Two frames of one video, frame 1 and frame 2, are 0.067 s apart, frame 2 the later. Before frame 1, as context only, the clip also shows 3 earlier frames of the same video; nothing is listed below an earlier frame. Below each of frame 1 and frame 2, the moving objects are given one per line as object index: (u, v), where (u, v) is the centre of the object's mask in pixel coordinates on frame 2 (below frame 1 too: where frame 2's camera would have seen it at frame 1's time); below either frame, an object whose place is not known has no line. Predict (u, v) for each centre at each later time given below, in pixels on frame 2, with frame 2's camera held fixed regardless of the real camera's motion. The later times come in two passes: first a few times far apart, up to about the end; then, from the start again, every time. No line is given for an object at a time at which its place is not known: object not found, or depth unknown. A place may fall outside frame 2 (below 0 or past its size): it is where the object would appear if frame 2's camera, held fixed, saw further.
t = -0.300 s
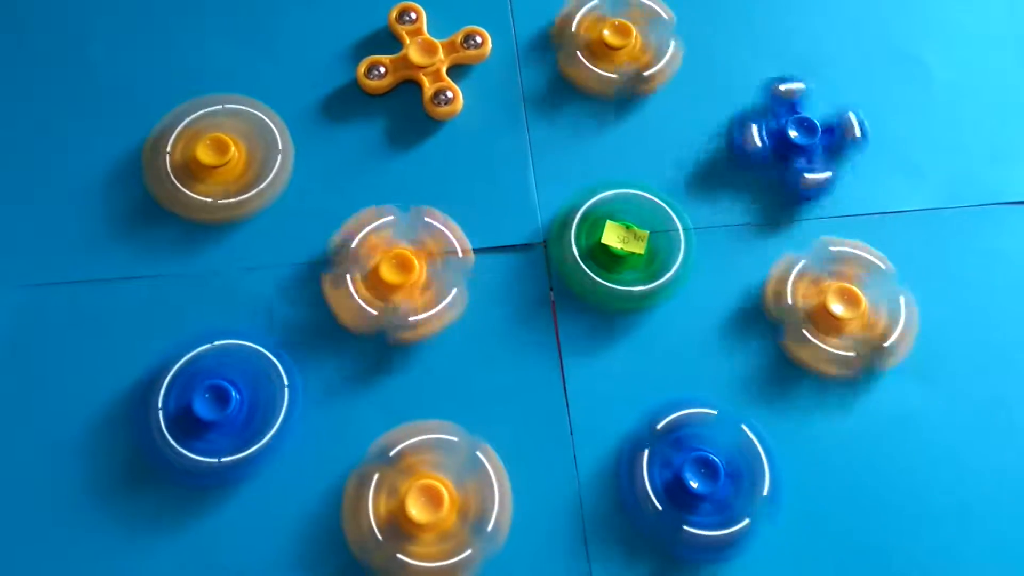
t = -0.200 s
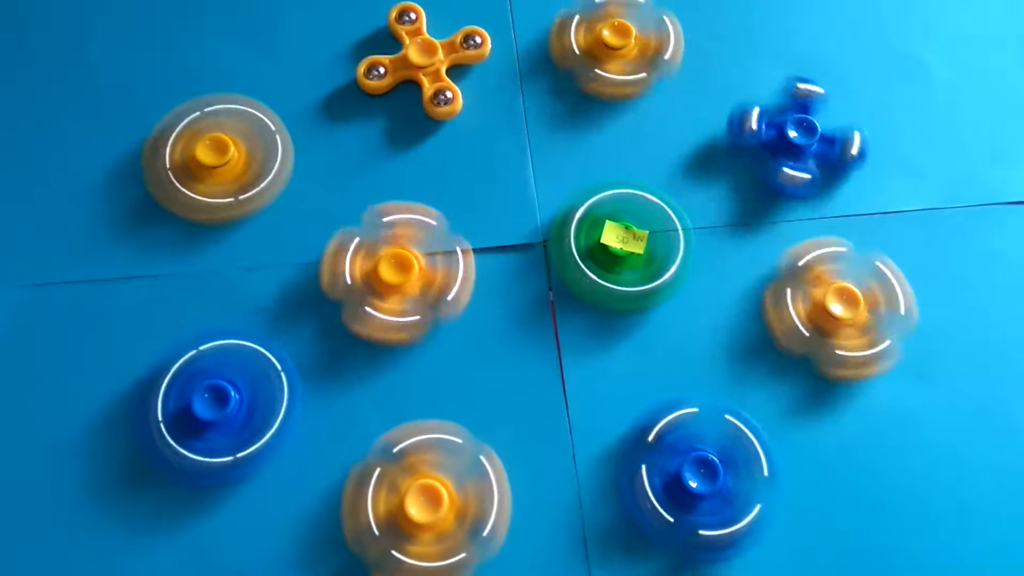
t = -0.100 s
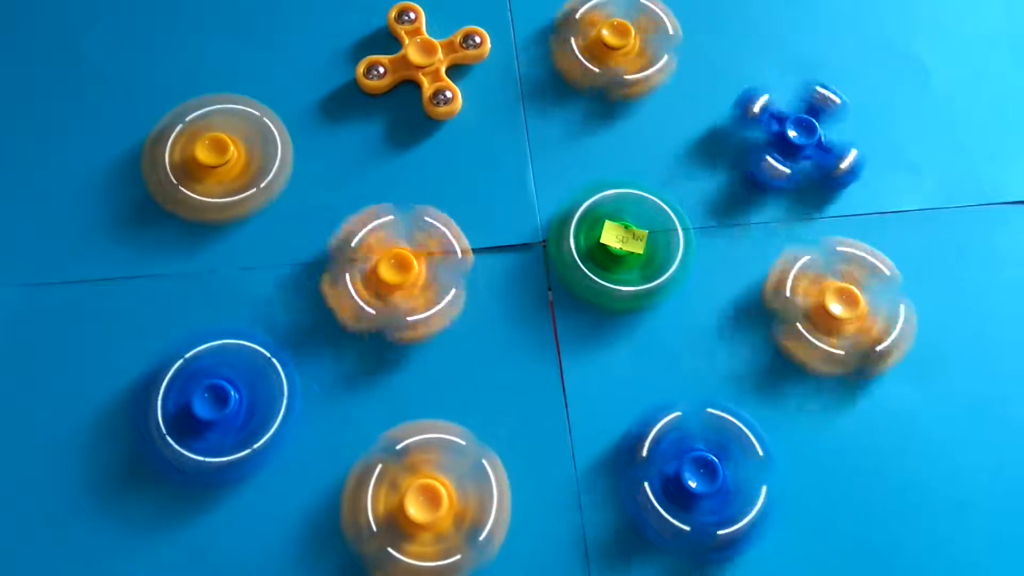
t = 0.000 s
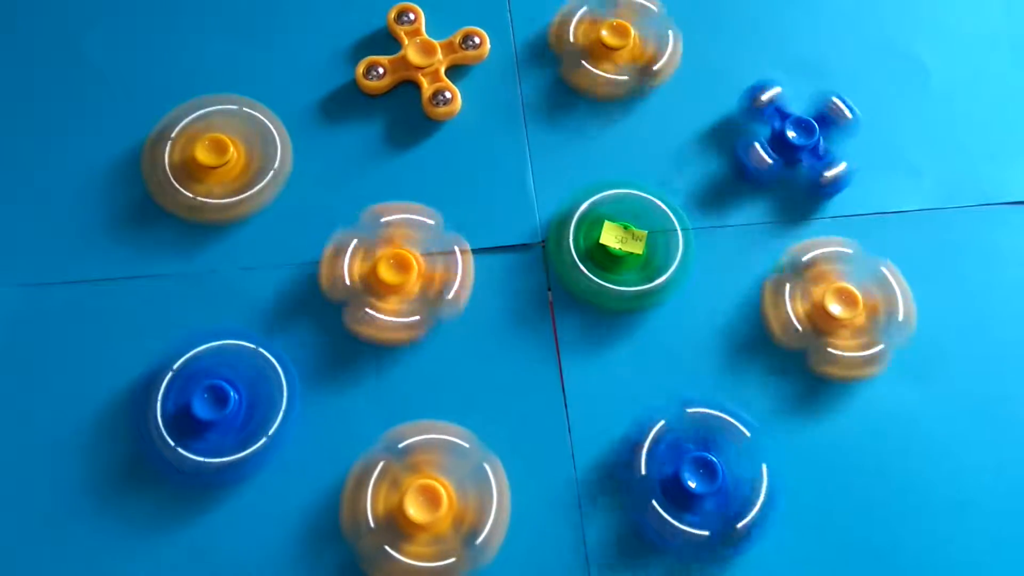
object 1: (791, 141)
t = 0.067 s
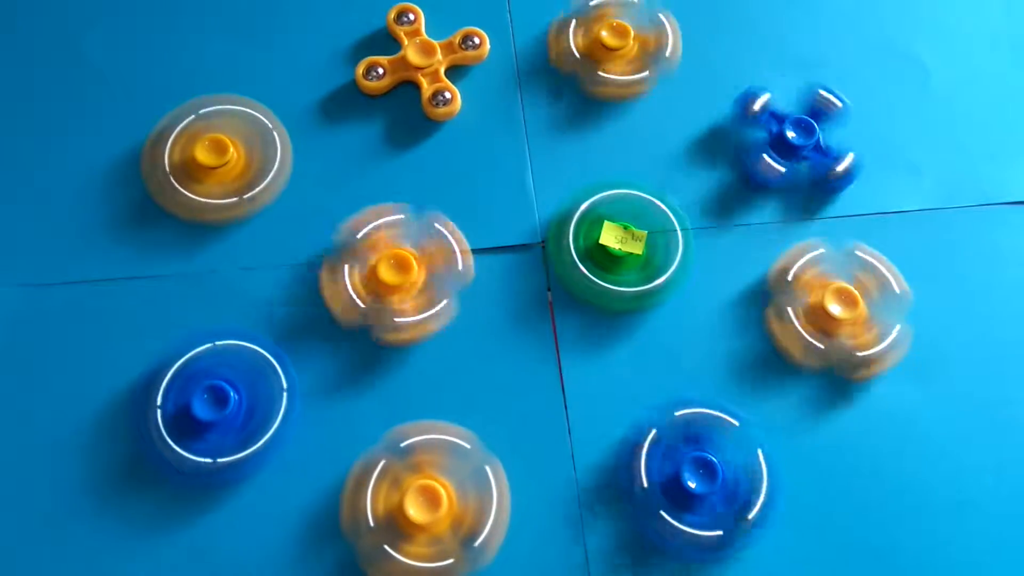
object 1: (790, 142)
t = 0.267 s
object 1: (793, 139)
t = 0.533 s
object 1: (795, 140)
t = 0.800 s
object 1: (795, 141)
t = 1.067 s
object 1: (792, 142)
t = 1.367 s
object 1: (795, 142)
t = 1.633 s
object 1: (795, 139)
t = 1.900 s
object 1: (793, 140)
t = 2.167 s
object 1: (794, 142)
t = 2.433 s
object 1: (792, 137)
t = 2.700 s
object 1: (794, 142)
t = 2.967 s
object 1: (791, 142)
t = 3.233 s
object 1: (790, 140)
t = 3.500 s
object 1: (793, 138)
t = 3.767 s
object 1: (792, 138)
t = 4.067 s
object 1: (795, 139)
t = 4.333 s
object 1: (795, 139)
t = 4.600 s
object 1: (796, 139)
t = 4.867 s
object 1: (794, 141)
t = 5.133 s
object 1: (795, 139)
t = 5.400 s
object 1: (794, 140)
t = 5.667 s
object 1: (795, 138)
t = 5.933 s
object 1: (795, 140)
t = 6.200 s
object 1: (796, 139)
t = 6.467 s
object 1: (795, 139)
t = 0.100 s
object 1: (792, 140)
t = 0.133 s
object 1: (792, 144)
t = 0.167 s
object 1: (793, 142)
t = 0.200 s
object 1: (794, 141)
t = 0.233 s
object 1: (791, 143)
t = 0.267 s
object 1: (793, 139)
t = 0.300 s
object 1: (792, 144)
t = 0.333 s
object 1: (792, 142)
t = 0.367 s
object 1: (795, 141)
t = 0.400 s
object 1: (791, 144)
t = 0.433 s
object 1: (792, 140)
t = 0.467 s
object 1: (794, 144)
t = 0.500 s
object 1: (791, 142)
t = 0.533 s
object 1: (795, 140)
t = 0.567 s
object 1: (791, 143)
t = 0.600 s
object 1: (792, 140)
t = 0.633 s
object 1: (793, 143)
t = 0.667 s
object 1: (790, 143)
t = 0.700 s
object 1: (794, 139)
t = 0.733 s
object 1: (792, 145)
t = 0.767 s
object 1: (791, 142)
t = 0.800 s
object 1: (795, 141)
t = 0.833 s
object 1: (791, 144)
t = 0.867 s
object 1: (792, 140)
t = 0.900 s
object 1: (796, 141)
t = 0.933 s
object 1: (789, 143)
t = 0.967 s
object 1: (792, 141)
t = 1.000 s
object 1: (795, 143)
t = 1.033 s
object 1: (791, 142)
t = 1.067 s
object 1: (792, 142)
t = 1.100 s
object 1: (793, 142)
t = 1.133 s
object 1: (792, 138)
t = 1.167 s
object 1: (793, 142)
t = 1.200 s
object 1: (790, 144)
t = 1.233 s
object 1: (794, 139)
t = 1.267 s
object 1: (796, 141)
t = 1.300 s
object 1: (790, 144)
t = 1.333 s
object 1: (791, 140)
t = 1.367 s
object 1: (795, 142)
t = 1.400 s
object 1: (790, 143)
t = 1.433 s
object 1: (793, 139)
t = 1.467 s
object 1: (794, 143)
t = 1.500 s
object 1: (790, 142)
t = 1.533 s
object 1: (793, 141)
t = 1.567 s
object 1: (789, 145)
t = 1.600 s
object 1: (791, 141)
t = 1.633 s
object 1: (795, 139)
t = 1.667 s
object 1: (791, 144)
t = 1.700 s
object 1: (791, 141)
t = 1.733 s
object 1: (795, 139)
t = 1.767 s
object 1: (793, 143)
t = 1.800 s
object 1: (793, 140)
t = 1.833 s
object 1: (794, 139)
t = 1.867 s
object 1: (790, 144)
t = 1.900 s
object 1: (793, 140)
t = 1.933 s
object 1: (795, 139)
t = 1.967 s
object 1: (793, 141)
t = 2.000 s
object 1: (790, 141)
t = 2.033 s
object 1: (795, 139)
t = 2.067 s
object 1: (794, 142)
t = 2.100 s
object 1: (790, 141)
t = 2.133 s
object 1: (795, 139)
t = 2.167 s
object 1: (794, 142)
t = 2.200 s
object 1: (788, 141)
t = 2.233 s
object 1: (794, 138)
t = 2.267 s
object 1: (794, 142)
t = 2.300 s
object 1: (790, 142)
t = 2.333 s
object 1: (793, 138)
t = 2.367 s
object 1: (795, 142)
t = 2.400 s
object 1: (790, 144)
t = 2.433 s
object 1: (792, 137)
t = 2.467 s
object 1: (795, 140)
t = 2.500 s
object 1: (794, 142)
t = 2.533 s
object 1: (791, 140)
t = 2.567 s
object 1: (794, 140)
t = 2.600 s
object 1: (795, 143)
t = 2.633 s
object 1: (790, 141)
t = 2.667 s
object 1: (791, 141)
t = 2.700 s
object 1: (794, 142)
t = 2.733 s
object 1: (791, 142)
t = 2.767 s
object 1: (792, 141)
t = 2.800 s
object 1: (795, 140)
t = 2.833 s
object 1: (793, 142)
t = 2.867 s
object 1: (792, 139)
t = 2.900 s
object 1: (795, 140)
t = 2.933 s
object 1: (794, 141)
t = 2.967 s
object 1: (791, 142)
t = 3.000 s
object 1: (792, 138)
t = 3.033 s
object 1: (795, 139)
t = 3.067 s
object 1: (791, 144)
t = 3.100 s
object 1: (790, 142)
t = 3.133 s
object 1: (792, 139)
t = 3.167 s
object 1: (796, 140)
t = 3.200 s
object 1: (789, 144)
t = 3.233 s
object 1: (790, 140)
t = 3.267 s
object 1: (793, 138)
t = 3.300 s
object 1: (795, 141)
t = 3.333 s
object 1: (790, 143)
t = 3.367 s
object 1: (793, 138)
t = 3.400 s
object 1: (795, 140)
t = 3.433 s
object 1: (792, 144)
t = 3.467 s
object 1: (790, 143)
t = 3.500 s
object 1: (793, 138)
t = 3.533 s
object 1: (795, 140)
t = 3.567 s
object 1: (793, 141)
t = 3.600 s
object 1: (791, 141)
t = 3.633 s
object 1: (793, 138)
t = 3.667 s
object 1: (795, 140)
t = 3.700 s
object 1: (794, 140)
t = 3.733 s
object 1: (794, 141)
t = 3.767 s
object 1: (792, 138)
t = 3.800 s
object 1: (795, 141)
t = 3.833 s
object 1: (793, 140)
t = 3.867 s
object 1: (793, 139)
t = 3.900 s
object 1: (794, 138)
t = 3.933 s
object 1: (795, 140)
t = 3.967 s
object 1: (790, 143)
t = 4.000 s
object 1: (790, 141)
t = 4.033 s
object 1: (793, 138)
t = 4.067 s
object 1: (795, 139)
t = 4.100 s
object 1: (794, 141)
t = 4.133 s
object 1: (790, 140)
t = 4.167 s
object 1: (793, 138)
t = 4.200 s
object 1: (794, 139)
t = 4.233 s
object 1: (794, 140)
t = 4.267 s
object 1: (791, 141)
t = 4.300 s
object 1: (793, 138)
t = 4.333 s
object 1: (795, 139)
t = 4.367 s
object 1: (795, 140)
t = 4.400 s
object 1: (796, 141)
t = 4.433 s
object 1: (792, 140)
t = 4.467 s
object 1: (795, 139)
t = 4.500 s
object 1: (796, 139)
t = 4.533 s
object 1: (794, 140)
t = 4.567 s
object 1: (790, 139)
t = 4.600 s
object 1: (796, 139)
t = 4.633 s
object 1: (794, 139)
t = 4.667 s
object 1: (795, 140)
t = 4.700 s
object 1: (795, 140)
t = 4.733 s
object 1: (789, 142)
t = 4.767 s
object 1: (793, 138)
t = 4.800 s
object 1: (796, 140)
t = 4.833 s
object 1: (794, 140)
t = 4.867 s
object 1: (794, 141)
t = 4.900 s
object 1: (792, 139)
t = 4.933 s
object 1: (797, 139)
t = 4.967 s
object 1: (797, 140)
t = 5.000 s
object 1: (795, 140)
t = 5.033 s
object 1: (792, 140)
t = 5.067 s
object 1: (792, 142)
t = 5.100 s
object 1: (795, 139)
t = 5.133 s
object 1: (795, 139)
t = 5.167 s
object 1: (796, 140)
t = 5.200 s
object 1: (795, 141)
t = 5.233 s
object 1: (795, 141)
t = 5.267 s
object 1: (797, 140)
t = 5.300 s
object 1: (797, 139)
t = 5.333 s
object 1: (795, 140)
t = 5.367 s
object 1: (796, 139)
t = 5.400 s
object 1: (794, 140)
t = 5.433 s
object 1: (794, 139)
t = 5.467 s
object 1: (794, 139)
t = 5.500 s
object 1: (796, 139)
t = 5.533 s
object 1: (795, 139)
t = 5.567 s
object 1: (795, 139)
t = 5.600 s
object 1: (795, 142)
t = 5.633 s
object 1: (795, 138)
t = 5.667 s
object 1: (795, 138)
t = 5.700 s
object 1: (795, 139)
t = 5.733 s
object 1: (795, 139)
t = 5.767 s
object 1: (797, 138)
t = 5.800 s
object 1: (794, 138)
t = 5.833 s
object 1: (796, 138)
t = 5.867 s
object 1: (796, 139)
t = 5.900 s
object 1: (795, 139)
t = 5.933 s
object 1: (795, 140)
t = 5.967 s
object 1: (791, 140)
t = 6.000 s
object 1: (793, 139)
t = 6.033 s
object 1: (795, 139)
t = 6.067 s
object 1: (796, 139)
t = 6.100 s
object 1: (796, 139)
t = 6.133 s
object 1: (796, 139)
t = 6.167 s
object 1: (796, 139)
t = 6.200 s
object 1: (796, 139)
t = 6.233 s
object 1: (796, 139)
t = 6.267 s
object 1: (796, 139)
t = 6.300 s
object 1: (795, 139)
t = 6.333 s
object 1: (795, 139)
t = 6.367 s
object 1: (796, 139)
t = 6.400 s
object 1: (796, 140)
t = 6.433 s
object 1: (795, 140)
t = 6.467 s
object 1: (795, 139)
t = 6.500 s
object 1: (795, 139)
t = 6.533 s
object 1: (795, 140)
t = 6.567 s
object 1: (795, 139)
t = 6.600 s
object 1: (795, 139)
